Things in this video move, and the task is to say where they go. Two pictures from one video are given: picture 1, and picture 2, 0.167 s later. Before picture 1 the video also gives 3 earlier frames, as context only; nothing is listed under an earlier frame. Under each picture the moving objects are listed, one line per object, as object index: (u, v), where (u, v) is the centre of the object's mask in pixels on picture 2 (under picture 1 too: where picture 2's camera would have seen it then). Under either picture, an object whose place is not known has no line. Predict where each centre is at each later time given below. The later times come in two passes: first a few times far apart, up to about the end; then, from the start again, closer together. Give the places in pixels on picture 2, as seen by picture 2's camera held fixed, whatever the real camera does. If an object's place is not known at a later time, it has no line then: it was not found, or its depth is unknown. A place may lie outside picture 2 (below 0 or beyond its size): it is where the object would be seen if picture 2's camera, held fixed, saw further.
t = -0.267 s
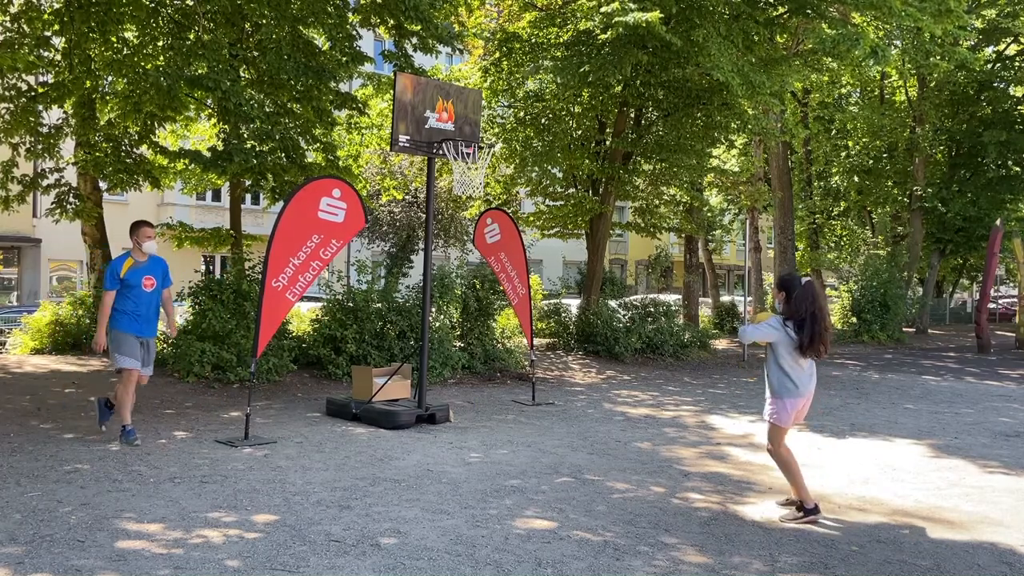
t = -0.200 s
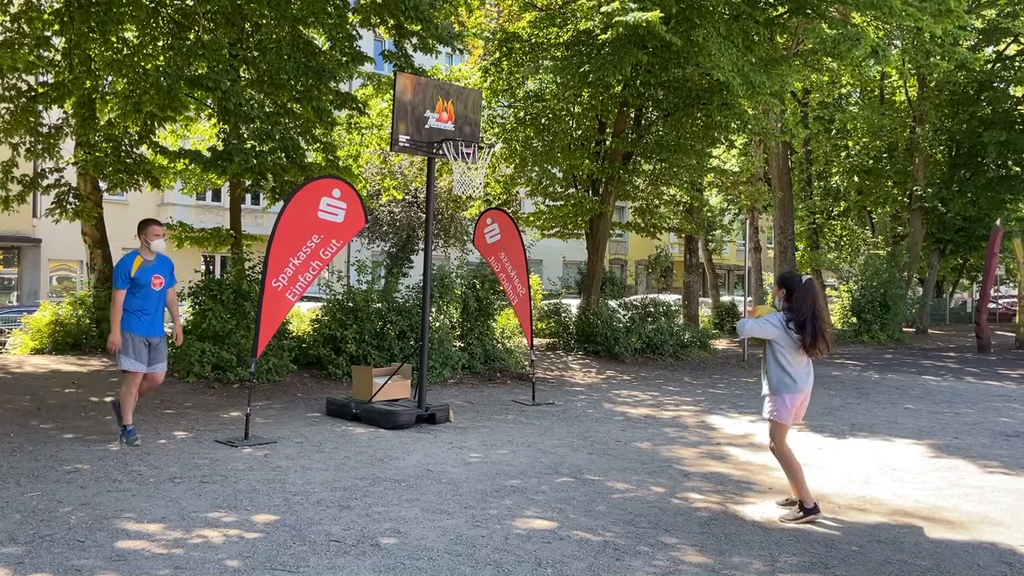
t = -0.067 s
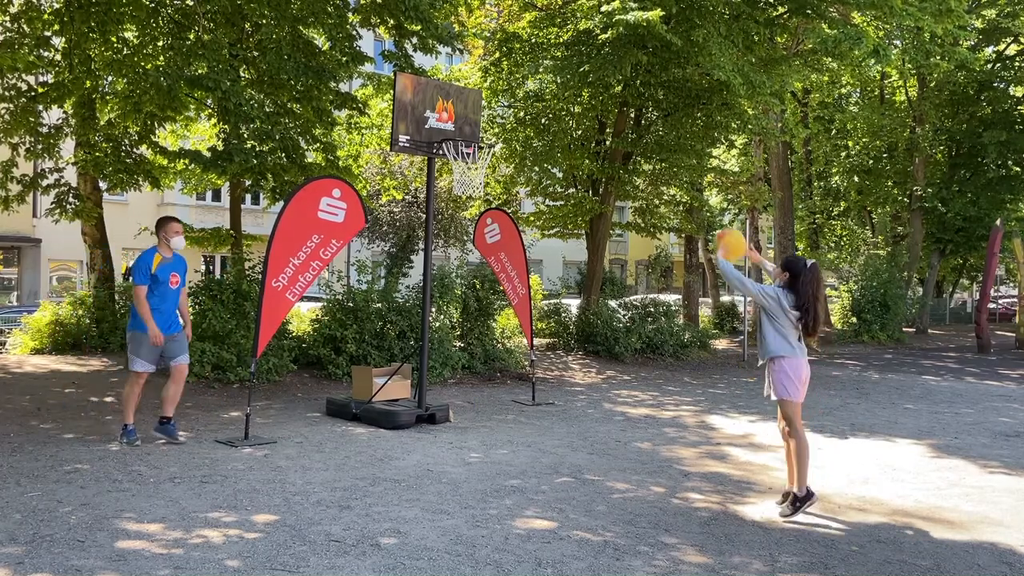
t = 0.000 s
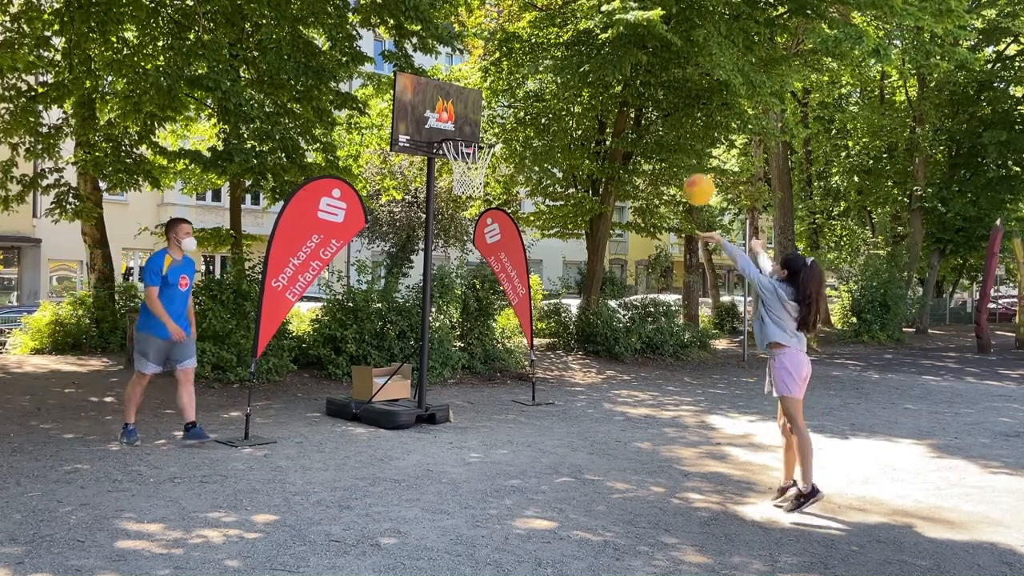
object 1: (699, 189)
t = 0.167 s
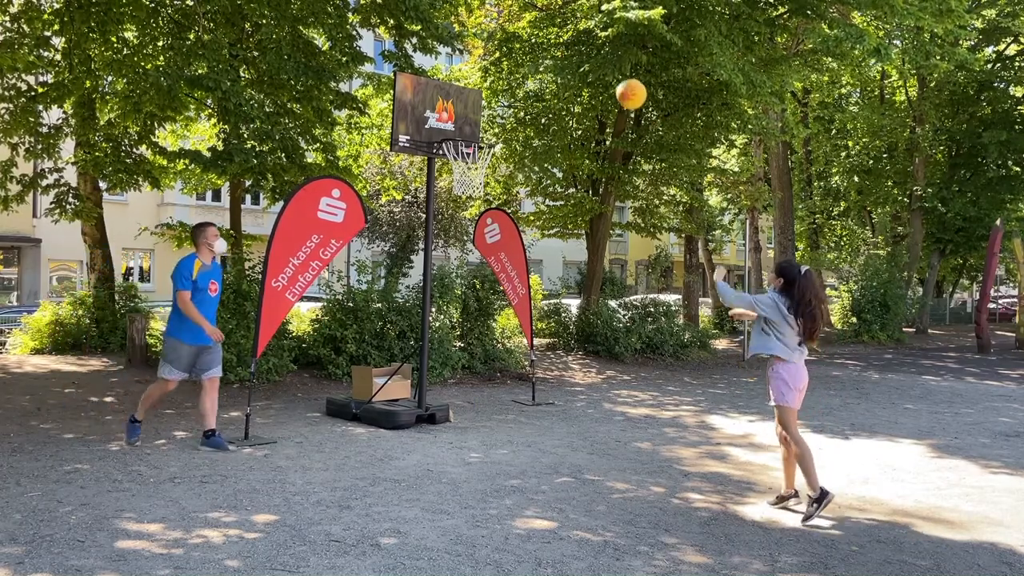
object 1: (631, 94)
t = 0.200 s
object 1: (619, 81)
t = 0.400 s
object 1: (551, 38)
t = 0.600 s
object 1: (493, 49)
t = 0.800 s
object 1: (461, 93)
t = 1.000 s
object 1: (491, 122)
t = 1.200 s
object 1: (499, 93)
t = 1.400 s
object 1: (506, 109)
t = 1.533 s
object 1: (511, 146)
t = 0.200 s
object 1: (619, 81)
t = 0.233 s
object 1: (607, 70)
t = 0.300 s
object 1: (583, 52)
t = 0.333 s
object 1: (573, 46)
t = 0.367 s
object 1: (562, 42)
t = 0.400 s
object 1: (551, 38)
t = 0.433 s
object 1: (540, 37)
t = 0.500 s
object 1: (521, 38)
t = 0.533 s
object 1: (511, 40)
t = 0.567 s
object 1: (502, 43)
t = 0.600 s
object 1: (493, 49)
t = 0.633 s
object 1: (484, 54)
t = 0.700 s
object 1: (466, 69)
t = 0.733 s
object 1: (458, 78)
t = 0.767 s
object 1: (455, 87)
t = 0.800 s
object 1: (461, 93)
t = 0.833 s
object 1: (469, 100)
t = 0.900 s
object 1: (480, 119)
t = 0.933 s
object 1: (486, 130)
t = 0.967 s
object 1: (490, 131)
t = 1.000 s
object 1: (491, 122)
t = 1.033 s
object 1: (493, 114)
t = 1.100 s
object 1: (495, 102)
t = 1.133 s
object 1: (496, 97)
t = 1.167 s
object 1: (498, 94)
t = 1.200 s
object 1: (499, 93)
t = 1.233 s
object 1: (500, 93)
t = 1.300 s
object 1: (503, 95)
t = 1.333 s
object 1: (504, 99)
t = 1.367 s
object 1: (505, 104)
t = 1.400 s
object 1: (506, 109)
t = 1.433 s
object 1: (508, 116)
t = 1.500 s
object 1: (510, 134)
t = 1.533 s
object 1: (511, 146)
